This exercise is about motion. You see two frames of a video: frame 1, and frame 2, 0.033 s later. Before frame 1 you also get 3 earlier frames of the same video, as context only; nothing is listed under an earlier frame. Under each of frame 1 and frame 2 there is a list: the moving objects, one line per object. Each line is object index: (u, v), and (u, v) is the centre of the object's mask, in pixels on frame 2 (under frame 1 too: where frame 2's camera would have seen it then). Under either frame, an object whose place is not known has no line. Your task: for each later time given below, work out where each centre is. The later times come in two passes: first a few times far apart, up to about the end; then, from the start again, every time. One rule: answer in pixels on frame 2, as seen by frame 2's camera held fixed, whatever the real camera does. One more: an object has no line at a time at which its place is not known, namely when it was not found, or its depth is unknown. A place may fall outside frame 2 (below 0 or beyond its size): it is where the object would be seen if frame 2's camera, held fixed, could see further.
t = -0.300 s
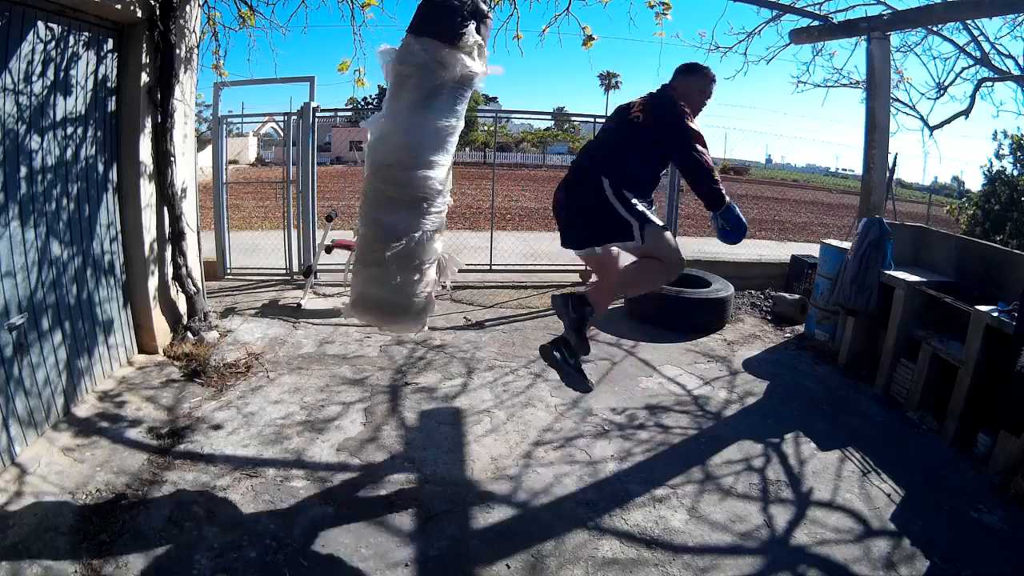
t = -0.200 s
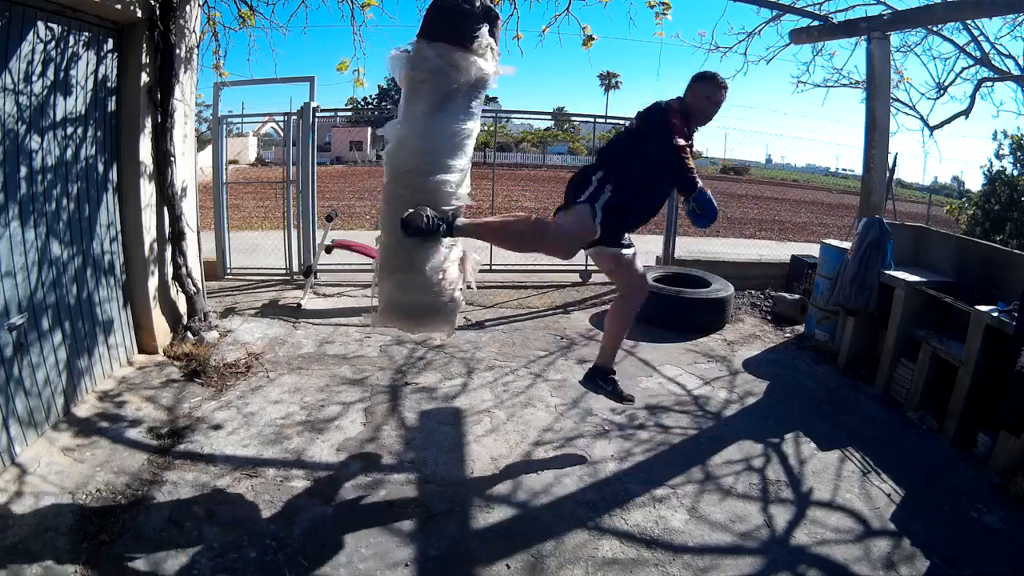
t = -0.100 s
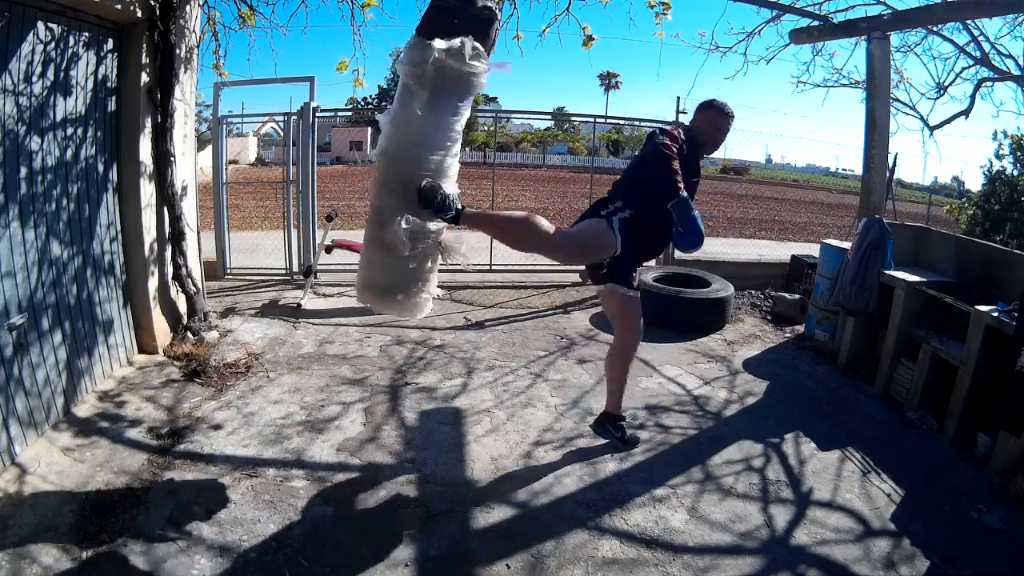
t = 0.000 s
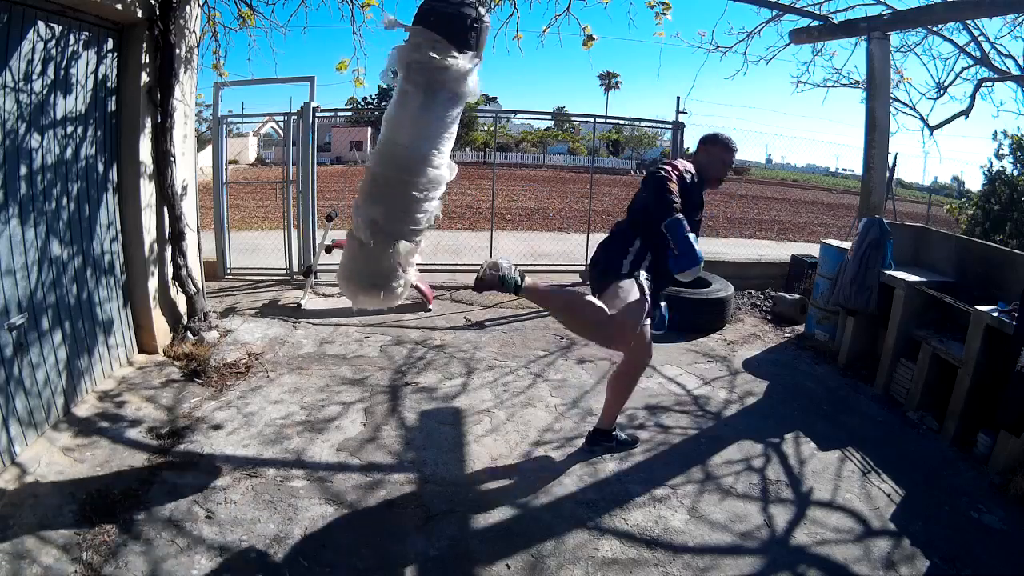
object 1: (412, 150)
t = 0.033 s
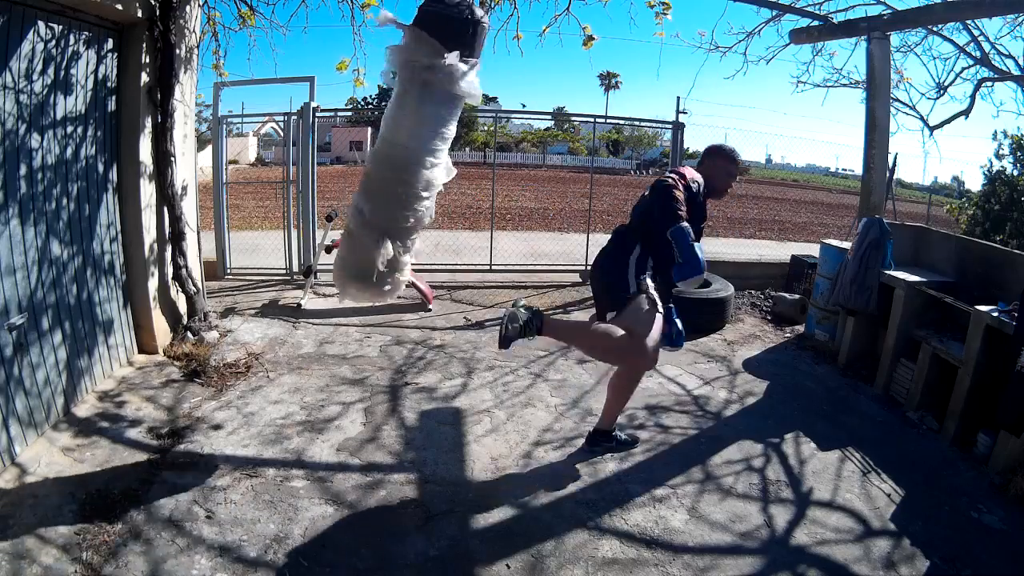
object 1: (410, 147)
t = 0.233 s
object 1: (411, 139)
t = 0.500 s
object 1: (431, 140)
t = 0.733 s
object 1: (473, 158)
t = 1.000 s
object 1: (540, 174)
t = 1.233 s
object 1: (596, 179)
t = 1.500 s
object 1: (620, 176)
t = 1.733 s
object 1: (589, 181)
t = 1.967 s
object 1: (527, 181)
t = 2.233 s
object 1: (465, 169)
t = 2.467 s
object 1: (434, 145)
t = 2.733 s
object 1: (427, 136)
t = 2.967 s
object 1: (438, 144)
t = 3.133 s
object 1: (458, 158)
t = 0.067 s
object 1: (409, 144)
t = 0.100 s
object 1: (409, 144)
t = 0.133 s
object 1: (409, 142)
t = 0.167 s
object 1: (409, 142)
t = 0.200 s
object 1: (410, 140)
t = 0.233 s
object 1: (411, 139)
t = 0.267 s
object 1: (413, 138)
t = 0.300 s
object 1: (416, 136)
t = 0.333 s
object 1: (417, 135)
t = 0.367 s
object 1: (419, 135)
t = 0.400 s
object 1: (422, 136)
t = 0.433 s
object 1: (425, 137)
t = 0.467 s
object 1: (427, 139)
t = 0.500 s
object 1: (431, 140)
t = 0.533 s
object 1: (435, 142)
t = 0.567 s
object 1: (440, 143)
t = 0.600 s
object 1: (446, 146)
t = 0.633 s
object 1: (452, 149)
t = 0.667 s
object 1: (459, 151)
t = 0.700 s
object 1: (466, 155)
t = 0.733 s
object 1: (473, 158)
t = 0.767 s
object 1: (481, 162)
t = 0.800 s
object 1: (490, 165)
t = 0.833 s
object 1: (499, 168)
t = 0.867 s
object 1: (508, 170)
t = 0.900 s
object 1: (517, 174)
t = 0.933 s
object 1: (524, 173)
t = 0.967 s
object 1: (531, 172)
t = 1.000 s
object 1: (540, 174)
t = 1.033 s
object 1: (549, 174)
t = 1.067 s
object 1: (559, 175)
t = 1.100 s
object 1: (566, 175)
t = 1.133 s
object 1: (574, 176)
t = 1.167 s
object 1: (582, 178)
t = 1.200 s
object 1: (589, 179)
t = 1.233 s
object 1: (596, 179)
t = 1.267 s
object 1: (603, 179)
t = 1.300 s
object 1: (608, 180)
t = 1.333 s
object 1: (612, 179)
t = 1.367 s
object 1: (616, 178)
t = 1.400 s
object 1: (618, 178)
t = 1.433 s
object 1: (619, 177)
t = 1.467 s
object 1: (620, 176)
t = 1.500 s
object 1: (620, 176)
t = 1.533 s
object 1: (619, 178)
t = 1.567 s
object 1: (617, 180)
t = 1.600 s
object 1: (614, 180)
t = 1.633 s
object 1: (609, 182)
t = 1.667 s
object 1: (604, 181)
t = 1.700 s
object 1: (597, 180)
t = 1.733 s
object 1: (589, 181)
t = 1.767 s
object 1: (580, 182)
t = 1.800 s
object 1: (572, 181)
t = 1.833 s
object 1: (562, 182)
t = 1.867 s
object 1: (553, 181)
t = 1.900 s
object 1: (544, 180)
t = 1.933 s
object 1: (535, 180)
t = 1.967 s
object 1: (527, 181)
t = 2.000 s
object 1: (519, 180)
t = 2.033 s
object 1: (510, 179)
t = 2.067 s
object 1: (501, 177)
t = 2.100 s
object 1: (493, 177)
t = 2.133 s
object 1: (485, 175)
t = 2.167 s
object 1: (478, 173)
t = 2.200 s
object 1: (471, 171)
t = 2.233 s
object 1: (465, 169)
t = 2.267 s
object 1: (459, 167)
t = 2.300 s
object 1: (454, 164)
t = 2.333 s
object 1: (449, 160)
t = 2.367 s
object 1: (444, 156)
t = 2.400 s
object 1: (440, 152)
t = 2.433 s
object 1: (437, 148)
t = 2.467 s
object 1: (434, 145)
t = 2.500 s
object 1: (431, 143)
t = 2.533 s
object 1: (429, 141)
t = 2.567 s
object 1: (428, 139)
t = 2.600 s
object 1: (427, 137)
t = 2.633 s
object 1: (427, 137)
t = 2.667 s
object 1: (426, 136)
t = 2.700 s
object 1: (426, 136)
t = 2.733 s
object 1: (427, 136)
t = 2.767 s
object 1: (428, 136)
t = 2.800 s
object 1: (429, 136)
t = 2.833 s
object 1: (430, 138)
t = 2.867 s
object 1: (432, 139)
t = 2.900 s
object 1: (433, 140)
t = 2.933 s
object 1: (435, 142)
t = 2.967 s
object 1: (438, 144)
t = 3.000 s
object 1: (441, 147)
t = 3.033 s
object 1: (445, 150)
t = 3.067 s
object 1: (449, 152)
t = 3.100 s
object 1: (453, 155)
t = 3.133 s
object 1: (458, 158)
